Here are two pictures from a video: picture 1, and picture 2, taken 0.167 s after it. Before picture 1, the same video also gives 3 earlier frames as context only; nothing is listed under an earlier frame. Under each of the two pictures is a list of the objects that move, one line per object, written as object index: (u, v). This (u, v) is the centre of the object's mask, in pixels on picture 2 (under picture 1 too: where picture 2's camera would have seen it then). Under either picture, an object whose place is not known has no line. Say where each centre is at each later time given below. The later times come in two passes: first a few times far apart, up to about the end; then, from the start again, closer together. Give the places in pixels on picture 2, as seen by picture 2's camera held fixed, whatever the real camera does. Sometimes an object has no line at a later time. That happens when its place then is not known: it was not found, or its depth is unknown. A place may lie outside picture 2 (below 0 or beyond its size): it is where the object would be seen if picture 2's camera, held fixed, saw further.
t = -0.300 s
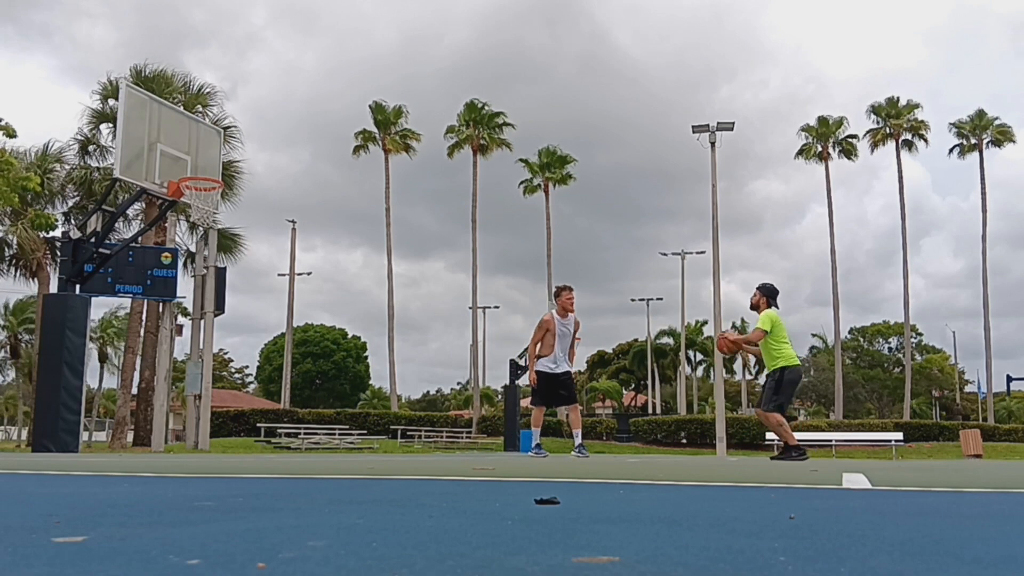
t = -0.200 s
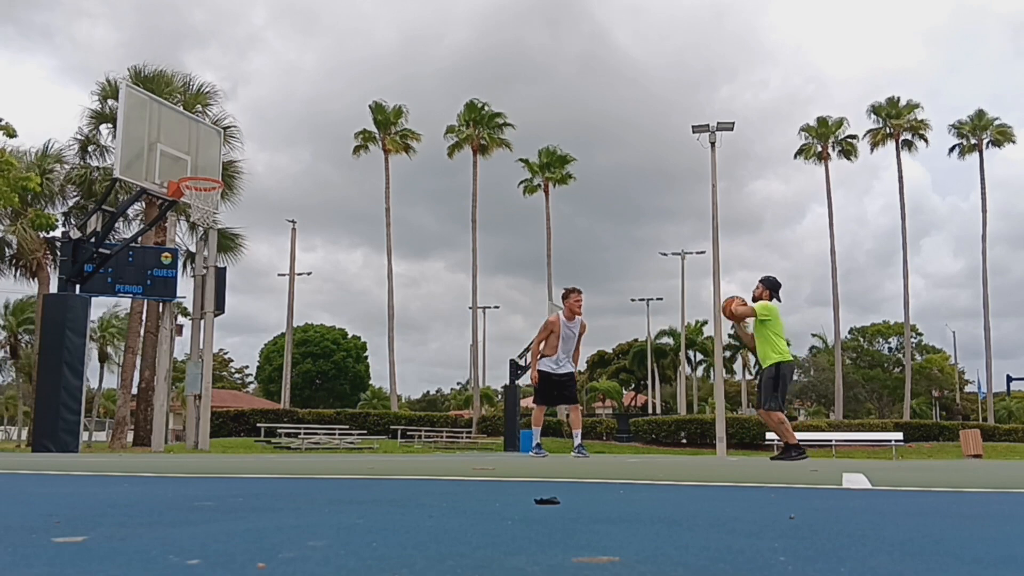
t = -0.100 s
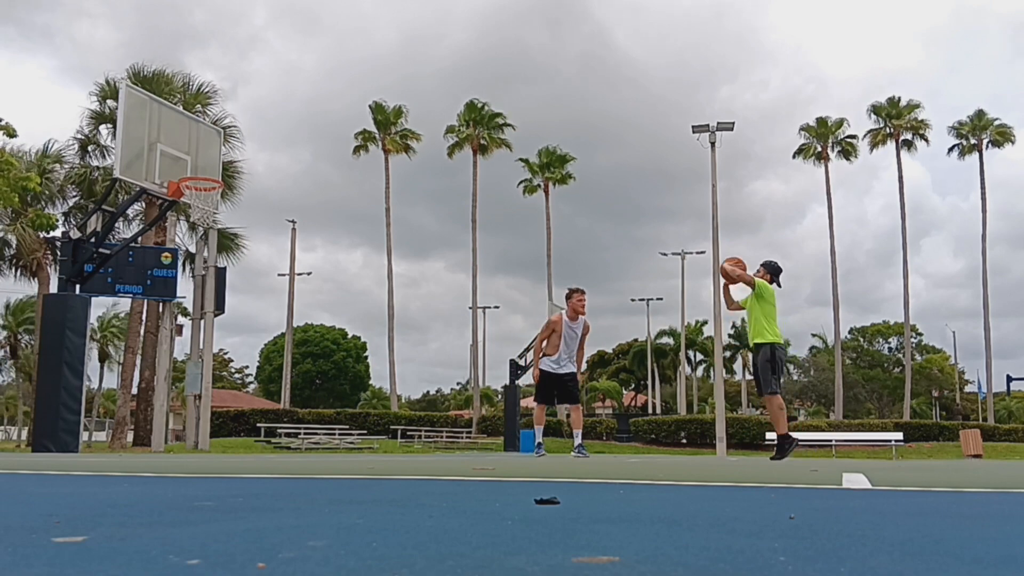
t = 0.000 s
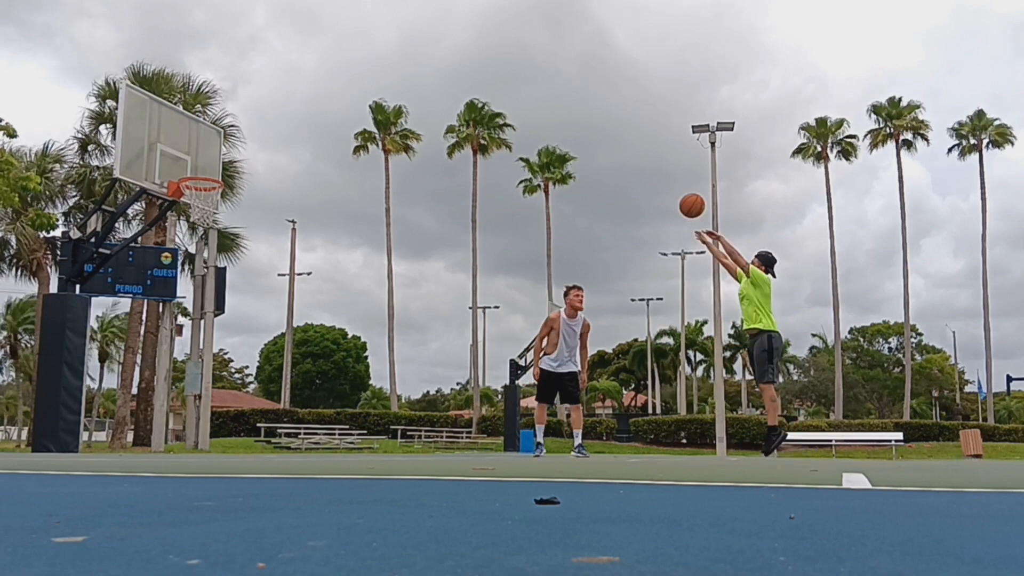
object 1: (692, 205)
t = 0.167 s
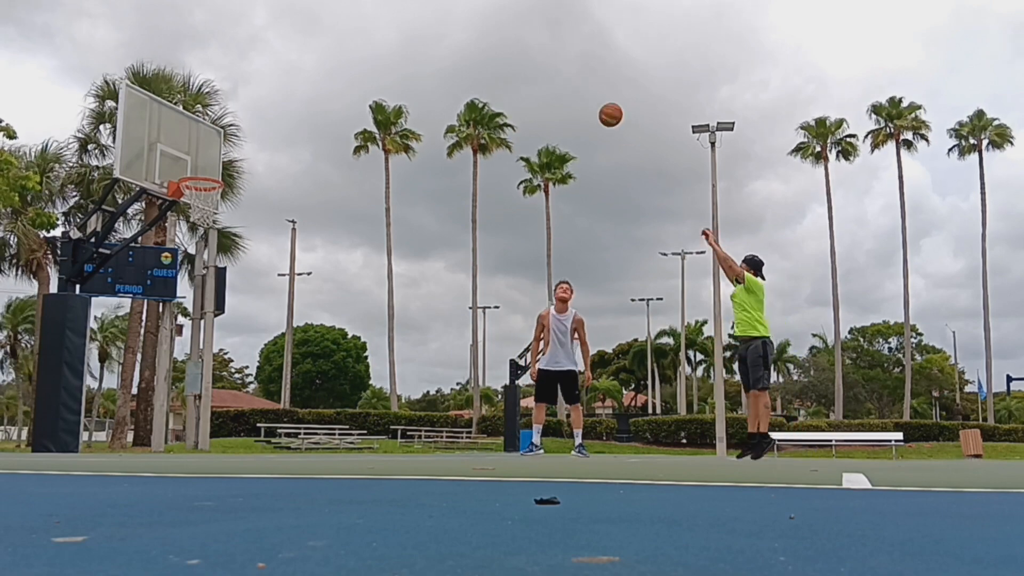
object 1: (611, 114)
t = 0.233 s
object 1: (580, 87)
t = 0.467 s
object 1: (482, 30)
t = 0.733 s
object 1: (381, 27)
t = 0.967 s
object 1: (301, 71)
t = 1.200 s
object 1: (223, 158)
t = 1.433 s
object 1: (238, 248)
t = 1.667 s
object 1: (296, 371)
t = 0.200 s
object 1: (595, 100)
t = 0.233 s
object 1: (580, 87)
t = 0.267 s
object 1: (565, 75)
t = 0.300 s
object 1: (551, 65)
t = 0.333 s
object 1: (537, 56)
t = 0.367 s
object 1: (523, 48)
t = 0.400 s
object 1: (509, 41)
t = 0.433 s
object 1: (496, 35)
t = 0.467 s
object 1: (482, 30)
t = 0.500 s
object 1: (469, 26)
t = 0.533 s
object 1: (456, 23)
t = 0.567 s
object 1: (443, 21)
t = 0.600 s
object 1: (431, 21)
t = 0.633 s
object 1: (418, 21)
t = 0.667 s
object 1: (406, 22)
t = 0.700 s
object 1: (393, 24)
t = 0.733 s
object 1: (381, 27)
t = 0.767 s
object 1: (370, 30)
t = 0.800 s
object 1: (358, 35)
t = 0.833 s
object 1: (346, 40)
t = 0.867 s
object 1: (335, 47)
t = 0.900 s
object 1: (323, 54)
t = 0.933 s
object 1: (312, 62)
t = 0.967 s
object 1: (301, 71)
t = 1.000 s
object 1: (290, 81)
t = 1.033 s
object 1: (278, 92)
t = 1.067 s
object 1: (267, 103)
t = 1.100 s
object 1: (256, 116)
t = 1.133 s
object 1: (246, 129)
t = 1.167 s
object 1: (235, 143)
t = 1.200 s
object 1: (223, 158)
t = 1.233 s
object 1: (213, 171)
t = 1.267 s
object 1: (205, 190)
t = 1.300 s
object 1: (201, 192)
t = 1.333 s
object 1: (218, 212)
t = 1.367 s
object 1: (222, 222)
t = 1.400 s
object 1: (229, 235)
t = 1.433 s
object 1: (238, 248)
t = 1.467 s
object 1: (246, 262)
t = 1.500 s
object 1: (254, 278)
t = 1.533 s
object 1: (263, 294)
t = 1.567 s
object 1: (271, 312)
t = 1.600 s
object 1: (279, 331)
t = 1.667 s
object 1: (296, 371)
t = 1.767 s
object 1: (320, 441)
